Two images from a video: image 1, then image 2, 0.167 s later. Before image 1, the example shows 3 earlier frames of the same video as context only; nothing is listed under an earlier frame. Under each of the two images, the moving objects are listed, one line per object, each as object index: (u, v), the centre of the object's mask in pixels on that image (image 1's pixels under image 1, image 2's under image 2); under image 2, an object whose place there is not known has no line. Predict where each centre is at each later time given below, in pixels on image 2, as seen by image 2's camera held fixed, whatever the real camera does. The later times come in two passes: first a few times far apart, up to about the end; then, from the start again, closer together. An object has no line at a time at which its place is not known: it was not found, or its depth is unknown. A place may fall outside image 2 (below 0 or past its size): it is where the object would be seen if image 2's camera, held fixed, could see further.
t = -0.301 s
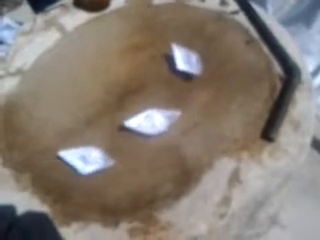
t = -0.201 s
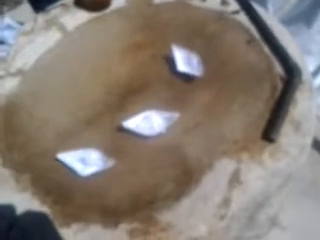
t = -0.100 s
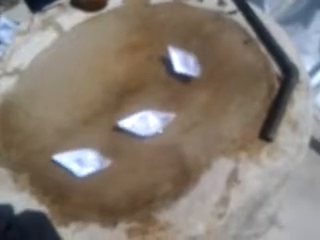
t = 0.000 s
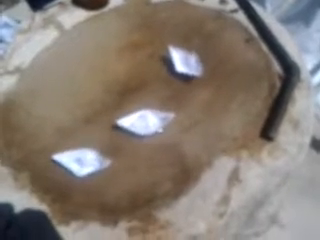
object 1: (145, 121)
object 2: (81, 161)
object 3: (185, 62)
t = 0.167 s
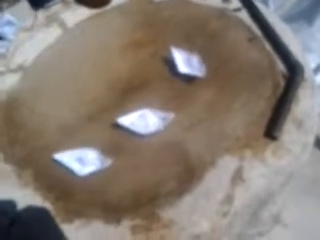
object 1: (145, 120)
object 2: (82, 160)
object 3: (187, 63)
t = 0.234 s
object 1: (143, 121)
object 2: (81, 161)
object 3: (187, 63)
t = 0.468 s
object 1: (140, 122)
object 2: (80, 161)
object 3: (184, 65)
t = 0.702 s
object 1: (136, 122)
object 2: (81, 161)
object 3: (182, 66)
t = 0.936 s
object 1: (131, 122)
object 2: (81, 161)
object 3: (181, 66)
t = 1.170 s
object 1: (127, 122)
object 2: (81, 161)
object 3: (179, 67)
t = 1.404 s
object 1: (123, 122)
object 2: (82, 162)
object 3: (178, 67)
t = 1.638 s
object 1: (119, 123)
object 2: (82, 162)
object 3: (178, 67)
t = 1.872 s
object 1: (115, 122)
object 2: (83, 162)
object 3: (178, 67)
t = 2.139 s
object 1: (110, 123)
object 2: (82, 162)
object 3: (177, 68)
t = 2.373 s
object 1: (107, 122)
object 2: (82, 163)
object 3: (178, 69)
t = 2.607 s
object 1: (104, 121)
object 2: (83, 163)
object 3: (178, 69)
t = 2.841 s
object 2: (84, 164)
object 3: (179, 72)
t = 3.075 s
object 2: (86, 164)
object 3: (178, 76)
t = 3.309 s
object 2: (86, 164)
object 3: (176, 81)
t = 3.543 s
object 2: (86, 164)
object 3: (171, 86)
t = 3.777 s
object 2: (86, 165)
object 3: (165, 89)
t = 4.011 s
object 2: (87, 166)
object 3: (160, 92)
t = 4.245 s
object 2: (90, 167)
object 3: (154, 93)
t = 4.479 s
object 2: (93, 169)
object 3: (150, 96)
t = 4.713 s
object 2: (96, 168)
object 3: (148, 99)
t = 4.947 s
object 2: (98, 167)
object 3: (147, 103)
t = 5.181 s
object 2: (102, 166)
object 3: (148, 106)
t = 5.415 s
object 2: (104, 166)
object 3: (149, 109)
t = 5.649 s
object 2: (106, 166)
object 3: (149, 111)
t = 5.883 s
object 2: (107, 166)
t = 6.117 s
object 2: (106, 166)
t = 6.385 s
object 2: (107, 166)
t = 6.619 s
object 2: (108, 167)
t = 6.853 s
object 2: (109, 167)
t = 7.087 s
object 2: (110, 167)
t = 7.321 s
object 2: (110, 168)
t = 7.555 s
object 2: (110, 168)
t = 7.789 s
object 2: (111, 168)
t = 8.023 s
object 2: (110, 169)
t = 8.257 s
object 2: (111, 169)
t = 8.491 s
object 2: (111, 169)
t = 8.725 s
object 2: (111, 169)
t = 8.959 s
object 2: (111, 169)
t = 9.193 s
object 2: (110, 170)
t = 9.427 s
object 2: (110, 169)
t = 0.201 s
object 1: (144, 121)
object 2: (82, 161)
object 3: (187, 63)
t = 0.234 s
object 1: (143, 121)
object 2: (81, 161)
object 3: (187, 63)
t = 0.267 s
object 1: (143, 121)
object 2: (81, 161)
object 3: (187, 64)
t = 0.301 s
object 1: (143, 121)
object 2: (82, 161)
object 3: (186, 64)
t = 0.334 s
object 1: (142, 121)
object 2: (82, 160)
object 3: (186, 64)
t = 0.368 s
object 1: (142, 121)
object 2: (81, 161)
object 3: (185, 65)
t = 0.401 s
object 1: (141, 121)
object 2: (81, 161)
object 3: (185, 65)
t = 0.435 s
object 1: (140, 122)
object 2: (80, 161)
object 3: (184, 65)
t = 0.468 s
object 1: (140, 122)
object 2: (80, 161)
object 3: (184, 65)
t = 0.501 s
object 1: (139, 121)
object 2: (80, 161)
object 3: (184, 65)
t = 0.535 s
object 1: (138, 122)
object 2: (81, 161)
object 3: (183, 66)
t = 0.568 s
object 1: (138, 121)
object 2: (80, 161)
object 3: (182, 66)
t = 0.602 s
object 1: (137, 121)
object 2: (80, 161)
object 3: (183, 66)
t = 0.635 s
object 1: (136, 122)
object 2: (79, 162)
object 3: (182, 66)
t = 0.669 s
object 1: (136, 122)
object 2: (80, 162)
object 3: (182, 66)
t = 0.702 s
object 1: (136, 122)
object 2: (81, 161)
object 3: (182, 66)
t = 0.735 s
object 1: (135, 122)
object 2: (81, 161)
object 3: (181, 67)
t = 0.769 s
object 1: (135, 122)
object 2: (81, 161)
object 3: (182, 66)
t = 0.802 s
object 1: (134, 122)
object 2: (80, 161)
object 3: (182, 66)
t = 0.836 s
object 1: (133, 122)
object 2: (81, 161)
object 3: (181, 66)
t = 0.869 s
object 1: (133, 122)
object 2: (81, 161)
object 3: (181, 66)
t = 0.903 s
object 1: (132, 122)
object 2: (81, 161)
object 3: (181, 66)
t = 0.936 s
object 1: (131, 122)
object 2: (81, 161)
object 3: (181, 66)
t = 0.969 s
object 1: (131, 122)
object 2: (81, 162)
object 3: (181, 66)
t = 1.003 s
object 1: (130, 122)
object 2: (81, 161)
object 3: (180, 66)
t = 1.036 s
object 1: (130, 122)
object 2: (82, 161)
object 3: (180, 67)
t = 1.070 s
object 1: (129, 122)
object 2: (81, 161)
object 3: (180, 66)
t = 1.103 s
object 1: (128, 122)
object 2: (81, 161)
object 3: (180, 67)
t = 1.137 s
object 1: (127, 122)
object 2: (81, 161)
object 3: (179, 67)
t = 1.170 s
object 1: (127, 122)
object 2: (81, 161)
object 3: (179, 67)
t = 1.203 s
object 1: (126, 123)
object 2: (81, 161)
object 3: (180, 67)
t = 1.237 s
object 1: (126, 123)
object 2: (82, 162)
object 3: (179, 67)
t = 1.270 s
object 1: (125, 123)
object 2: (82, 161)
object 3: (179, 67)
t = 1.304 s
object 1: (125, 123)
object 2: (82, 162)
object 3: (179, 67)
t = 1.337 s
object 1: (124, 123)
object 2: (82, 162)
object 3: (179, 67)
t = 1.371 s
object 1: (124, 123)
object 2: (82, 162)
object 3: (179, 67)
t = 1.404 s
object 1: (123, 122)
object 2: (82, 162)
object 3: (178, 67)
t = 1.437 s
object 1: (122, 123)
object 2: (82, 162)
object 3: (178, 66)
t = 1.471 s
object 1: (122, 122)
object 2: (82, 162)
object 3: (179, 66)
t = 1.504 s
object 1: (121, 122)
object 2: (82, 162)
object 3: (178, 67)
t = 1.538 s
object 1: (121, 122)
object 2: (82, 162)
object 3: (178, 67)
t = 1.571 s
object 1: (120, 123)
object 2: (82, 162)
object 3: (178, 67)
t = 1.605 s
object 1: (119, 123)
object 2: (82, 162)
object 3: (178, 67)
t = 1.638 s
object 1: (119, 123)
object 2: (82, 162)
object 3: (178, 67)
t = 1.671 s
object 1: (119, 123)
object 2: (82, 162)
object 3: (178, 67)
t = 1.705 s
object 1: (118, 123)
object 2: (82, 162)
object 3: (178, 67)
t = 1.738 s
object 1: (117, 123)
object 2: (82, 162)
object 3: (178, 67)
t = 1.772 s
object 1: (117, 123)
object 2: (82, 162)
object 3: (178, 67)
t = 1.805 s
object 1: (116, 123)
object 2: (82, 162)
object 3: (178, 67)
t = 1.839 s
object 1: (115, 123)
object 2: (82, 162)
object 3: (178, 67)
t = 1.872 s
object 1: (115, 122)
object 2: (83, 162)
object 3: (178, 67)
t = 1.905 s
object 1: (114, 122)
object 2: (82, 162)
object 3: (177, 68)
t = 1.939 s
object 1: (114, 122)
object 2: (82, 162)
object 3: (177, 68)
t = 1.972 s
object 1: (113, 123)
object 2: (82, 162)
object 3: (177, 68)
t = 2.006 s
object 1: (112, 123)
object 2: (82, 162)
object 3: (177, 68)
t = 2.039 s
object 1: (112, 123)
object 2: (82, 162)
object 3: (177, 68)
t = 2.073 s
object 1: (111, 123)
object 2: (82, 162)
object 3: (177, 68)
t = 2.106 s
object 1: (111, 123)
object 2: (82, 162)
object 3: (177, 68)
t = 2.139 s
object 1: (110, 123)
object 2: (82, 162)
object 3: (177, 68)
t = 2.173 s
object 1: (110, 123)
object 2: (82, 163)
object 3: (177, 68)
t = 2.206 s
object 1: (109, 122)
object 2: (82, 163)
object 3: (177, 68)
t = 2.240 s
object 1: (109, 122)
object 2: (82, 163)
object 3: (177, 68)
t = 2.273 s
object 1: (108, 122)
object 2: (81, 163)
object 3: (178, 68)
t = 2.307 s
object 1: (108, 122)
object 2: (82, 163)
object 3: (178, 68)
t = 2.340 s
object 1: (107, 122)
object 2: (82, 163)
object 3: (178, 68)
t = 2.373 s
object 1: (107, 122)
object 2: (82, 163)
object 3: (178, 69)
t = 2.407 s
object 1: (107, 122)
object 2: (82, 163)
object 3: (178, 69)
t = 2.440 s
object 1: (106, 122)
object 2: (82, 163)
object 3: (178, 69)
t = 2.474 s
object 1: (106, 122)
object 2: (83, 163)
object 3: (178, 69)
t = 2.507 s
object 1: (105, 122)
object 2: (82, 162)
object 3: (178, 69)
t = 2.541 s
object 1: (105, 122)
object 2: (82, 162)
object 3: (178, 69)
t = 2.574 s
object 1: (104, 122)
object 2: (83, 162)
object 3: (178, 69)
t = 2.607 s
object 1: (104, 121)
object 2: (83, 163)
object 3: (178, 69)
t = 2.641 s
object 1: (104, 121)
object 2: (83, 162)
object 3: (179, 69)
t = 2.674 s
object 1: (104, 121)
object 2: (83, 163)
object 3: (179, 70)
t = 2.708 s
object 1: (103, 121)
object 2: (83, 163)
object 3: (179, 70)
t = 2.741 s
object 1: (103, 121)
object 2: (84, 163)
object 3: (179, 70)
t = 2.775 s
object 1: (102, 121)
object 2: (84, 163)
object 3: (179, 71)
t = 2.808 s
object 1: (102, 121)
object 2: (84, 163)
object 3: (179, 71)
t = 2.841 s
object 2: (84, 164)
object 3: (179, 72)
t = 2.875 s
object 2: (85, 164)
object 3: (179, 72)
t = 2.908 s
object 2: (85, 164)
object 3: (179, 73)
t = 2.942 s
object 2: (85, 164)
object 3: (179, 74)
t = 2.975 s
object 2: (85, 164)
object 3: (179, 74)
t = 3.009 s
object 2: (86, 164)
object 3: (179, 75)
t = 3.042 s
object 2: (86, 164)
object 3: (178, 76)
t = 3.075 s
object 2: (86, 164)
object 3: (178, 76)
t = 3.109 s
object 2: (86, 164)
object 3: (178, 77)
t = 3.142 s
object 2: (86, 164)
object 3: (178, 78)
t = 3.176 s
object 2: (86, 164)
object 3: (177, 78)
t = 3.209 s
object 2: (87, 165)
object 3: (177, 79)
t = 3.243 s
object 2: (87, 164)
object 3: (176, 80)
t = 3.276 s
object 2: (86, 164)
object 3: (176, 80)
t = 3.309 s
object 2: (86, 164)
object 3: (176, 81)
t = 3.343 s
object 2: (86, 164)
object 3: (174, 82)
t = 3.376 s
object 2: (86, 164)
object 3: (174, 83)
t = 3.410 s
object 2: (86, 164)
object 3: (173, 84)
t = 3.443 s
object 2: (86, 164)
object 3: (173, 84)
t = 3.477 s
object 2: (86, 164)
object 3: (172, 85)
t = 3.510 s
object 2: (86, 164)
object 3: (172, 85)
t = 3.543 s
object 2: (86, 164)
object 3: (171, 86)
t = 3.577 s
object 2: (86, 164)
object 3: (170, 86)
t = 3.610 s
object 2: (86, 164)
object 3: (169, 87)
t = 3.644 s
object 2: (86, 165)
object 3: (169, 87)
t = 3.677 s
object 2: (86, 164)
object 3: (168, 88)
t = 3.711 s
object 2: (86, 164)
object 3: (167, 88)
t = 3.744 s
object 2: (86, 165)
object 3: (166, 89)
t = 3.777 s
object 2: (86, 165)
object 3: (165, 89)
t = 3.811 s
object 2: (86, 165)
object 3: (164, 90)
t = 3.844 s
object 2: (86, 165)
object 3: (163, 90)
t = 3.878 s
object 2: (87, 165)
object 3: (163, 90)
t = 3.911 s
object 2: (87, 165)
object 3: (162, 91)
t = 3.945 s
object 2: (86, 165)
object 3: (161, 91)
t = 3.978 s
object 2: (87, 165)
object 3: (161, 91)
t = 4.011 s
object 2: (87, 166)
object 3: (160, 92)
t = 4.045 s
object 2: (87, 166)
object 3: (159, 92)
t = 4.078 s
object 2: (87, 166)
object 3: (159, 92)
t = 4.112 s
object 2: (88, 167)
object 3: (158, 92)
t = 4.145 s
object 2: (88, 167)
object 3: (156, 92)
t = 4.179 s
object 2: (89, 167)
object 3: (155, 92)
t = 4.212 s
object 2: (89, 167)
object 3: (154, 93)
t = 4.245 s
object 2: (90, 167)
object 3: (154, 93)
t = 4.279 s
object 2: (91, 168)
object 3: (153, 94)
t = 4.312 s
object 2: (91, 168)
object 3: (153, 94)
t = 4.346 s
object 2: (92, 168)
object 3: (152, 94)
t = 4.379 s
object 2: (92, 169)
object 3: (152, 94)
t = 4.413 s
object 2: (93, 169)
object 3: (151, 95)
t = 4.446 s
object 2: (93, 169)
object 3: (151, 95)
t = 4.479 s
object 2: (93, 169)
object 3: (150, 96)
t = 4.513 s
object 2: (94, 169)
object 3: (149, 96)
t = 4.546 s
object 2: (94, 169)
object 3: (149, 97)
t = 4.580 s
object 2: (94, 169)
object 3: (149, 97)
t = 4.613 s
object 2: (95, 169)
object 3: (149, 98)
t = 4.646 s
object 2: (95, 168)
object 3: (148, 98)
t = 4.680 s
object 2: (95, 168)
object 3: (148, 99)
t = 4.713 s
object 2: (96, 168)
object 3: (148, 99)
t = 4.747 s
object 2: (95, 168)
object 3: (147, 100)
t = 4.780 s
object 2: (95, 168)
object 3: (147, 100)
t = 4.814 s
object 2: (96, 167)
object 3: (147, 101)
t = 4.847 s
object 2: (96, 167)
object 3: (147, 102)
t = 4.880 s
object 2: (97, 167)
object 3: (147, 102)
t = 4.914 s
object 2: (97, 167)
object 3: (147, 103)
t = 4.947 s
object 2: (98, 167)
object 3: (147, 103)
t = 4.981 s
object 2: (99, 167)
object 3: (147, 104)
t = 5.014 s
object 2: (100, 167)
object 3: (147, 104)
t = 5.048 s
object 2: (100, 166)
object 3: (148, 104)
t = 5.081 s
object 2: (100, 166)
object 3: (148, 105)
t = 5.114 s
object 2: (101, 166)
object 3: (148, 105)
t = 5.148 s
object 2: (101, 166)
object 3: (148, 106)
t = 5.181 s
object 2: (102, 166)
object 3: (148, 106)
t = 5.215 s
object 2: (102, 166)
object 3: (148, 107)
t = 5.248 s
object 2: (102, 166)
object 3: (148, 107)
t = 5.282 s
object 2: (103, 166)
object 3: (148, 108)
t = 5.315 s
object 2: (103, 166)
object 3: (148, 108)
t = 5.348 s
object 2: (103, 166)
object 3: (148, 108)
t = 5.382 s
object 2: (104, 166)
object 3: (148, 109)
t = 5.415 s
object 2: (104, 166)
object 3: (149, 109)
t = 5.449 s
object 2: (104, 166)
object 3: (149, 110)
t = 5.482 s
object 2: (105, 166)
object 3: (149, 110)
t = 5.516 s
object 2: (105, 166)
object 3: (149, 110)
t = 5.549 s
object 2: (105, 166)
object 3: (148, 111)
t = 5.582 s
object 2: (105, 166)
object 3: (149, 111)
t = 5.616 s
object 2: (105, 166)
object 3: (149, 111)
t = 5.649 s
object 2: (106, 166)
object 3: (149, 111)
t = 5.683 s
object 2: (106, 166)
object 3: (149, 111)
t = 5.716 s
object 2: (106, 166)
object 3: (148, 112)
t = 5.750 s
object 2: (106, 166)
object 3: (148, 112)
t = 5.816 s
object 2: (106, 166)
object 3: (148, 112)
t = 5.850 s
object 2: (106, 166)
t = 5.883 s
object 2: (107, 166)
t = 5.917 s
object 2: (106, 166)
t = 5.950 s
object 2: (106, 166)
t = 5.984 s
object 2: (106, 166)
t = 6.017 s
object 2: (107, 166)
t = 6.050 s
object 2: (106, 166)
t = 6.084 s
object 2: (106, 166)
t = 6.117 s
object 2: (106, 166)
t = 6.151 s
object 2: (106, 166)
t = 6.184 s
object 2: (106, 166)
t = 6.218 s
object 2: (106, 166)
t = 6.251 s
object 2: (106, 166)
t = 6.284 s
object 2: (106, 166)
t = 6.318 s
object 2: (106, 166)
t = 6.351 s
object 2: (106, 166)
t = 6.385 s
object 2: (107, 166)
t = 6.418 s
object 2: (107, 166)
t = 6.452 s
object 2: (107, 166)
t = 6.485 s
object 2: (107, 166)
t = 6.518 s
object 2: (107, 166)
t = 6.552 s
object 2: (107, 167)
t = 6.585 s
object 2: (108, 167)
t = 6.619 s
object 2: (108, 167)
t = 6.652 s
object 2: (108, 167)
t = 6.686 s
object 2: (108, 167)
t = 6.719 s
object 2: (109, 167)
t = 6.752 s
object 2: (109, 167)
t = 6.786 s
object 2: (109, 167)
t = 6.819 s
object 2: (109, 167)
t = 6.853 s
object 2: (109, 167)
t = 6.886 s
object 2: (109, 167)
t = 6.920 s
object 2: (109, 167)
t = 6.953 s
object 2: (109, 167)
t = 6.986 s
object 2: (110, 167)
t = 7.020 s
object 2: (109, 167)
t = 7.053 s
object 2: (110, 167)
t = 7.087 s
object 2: (110, 167)
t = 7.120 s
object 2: (110, 167)
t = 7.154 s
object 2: (110, 168)
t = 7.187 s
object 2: (110, 168)
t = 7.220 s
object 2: (110, 168)
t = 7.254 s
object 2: (110, 168)
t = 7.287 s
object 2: (110, 168)
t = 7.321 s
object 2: (110, 168)
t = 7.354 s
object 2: (110, 168)
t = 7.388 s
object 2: (110, 168)
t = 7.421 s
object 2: (110, 168)
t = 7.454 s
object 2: (110, 168)
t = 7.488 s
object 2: (110, 168)
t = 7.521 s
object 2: (110, 168)
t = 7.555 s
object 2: (110, 168)
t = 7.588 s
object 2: (110, 168)
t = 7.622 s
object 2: (110, 168)
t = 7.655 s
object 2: (110, 168)
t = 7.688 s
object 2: (110, 168)
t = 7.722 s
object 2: (111, 168)
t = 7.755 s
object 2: (111, 168)
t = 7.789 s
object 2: (111, 168)
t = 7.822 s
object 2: (111, 168)
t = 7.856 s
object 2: (111, 168)
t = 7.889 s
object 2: (111, 168)
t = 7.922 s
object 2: (111, 168)
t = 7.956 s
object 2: (111, 168)
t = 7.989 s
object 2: (110, 169)
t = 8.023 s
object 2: (110, 169)
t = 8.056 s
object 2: (111, 168)
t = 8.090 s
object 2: (111, 168)
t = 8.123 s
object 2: (110, 169)
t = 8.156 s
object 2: (110, 168)
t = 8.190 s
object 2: (111, 169)
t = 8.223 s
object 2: (111, 169)
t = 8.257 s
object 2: (111, 169)
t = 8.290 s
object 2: (111, 169)
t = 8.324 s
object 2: (111, 168)
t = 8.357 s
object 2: (111, 168)
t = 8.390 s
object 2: (111, 169)
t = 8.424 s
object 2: (111, 169)
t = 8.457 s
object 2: (111, 169)
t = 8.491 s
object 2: (111, 169)
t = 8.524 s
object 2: (111, 169)
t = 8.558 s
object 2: (111, 169)
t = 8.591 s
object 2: (111, 169)
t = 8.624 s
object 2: (111, 169)
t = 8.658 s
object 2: (111, 169)
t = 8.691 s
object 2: (111, 169)
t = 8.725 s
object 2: (111, 169)
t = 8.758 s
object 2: (111, 168)
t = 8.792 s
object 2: (111, 169)
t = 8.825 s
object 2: (111, 169)
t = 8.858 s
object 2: (111, 169)
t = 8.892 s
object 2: (111, 169)
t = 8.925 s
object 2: (111, 169)
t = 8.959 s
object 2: (111, 169)
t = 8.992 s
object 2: (110, 170)
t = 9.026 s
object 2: (111, 169)
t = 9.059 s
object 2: (111, 169)
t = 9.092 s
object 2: (111, 169)
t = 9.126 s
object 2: (111, 169)
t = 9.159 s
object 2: (110, 170)
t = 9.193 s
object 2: (110, 170)
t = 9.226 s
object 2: (110, 169)
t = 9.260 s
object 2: (110, 169)
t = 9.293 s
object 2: (110, 169)
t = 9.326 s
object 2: (110, 169)
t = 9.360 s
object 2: (110, 169)
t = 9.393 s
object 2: (110, 169)
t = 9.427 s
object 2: (110, 169)
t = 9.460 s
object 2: (109, 169)
